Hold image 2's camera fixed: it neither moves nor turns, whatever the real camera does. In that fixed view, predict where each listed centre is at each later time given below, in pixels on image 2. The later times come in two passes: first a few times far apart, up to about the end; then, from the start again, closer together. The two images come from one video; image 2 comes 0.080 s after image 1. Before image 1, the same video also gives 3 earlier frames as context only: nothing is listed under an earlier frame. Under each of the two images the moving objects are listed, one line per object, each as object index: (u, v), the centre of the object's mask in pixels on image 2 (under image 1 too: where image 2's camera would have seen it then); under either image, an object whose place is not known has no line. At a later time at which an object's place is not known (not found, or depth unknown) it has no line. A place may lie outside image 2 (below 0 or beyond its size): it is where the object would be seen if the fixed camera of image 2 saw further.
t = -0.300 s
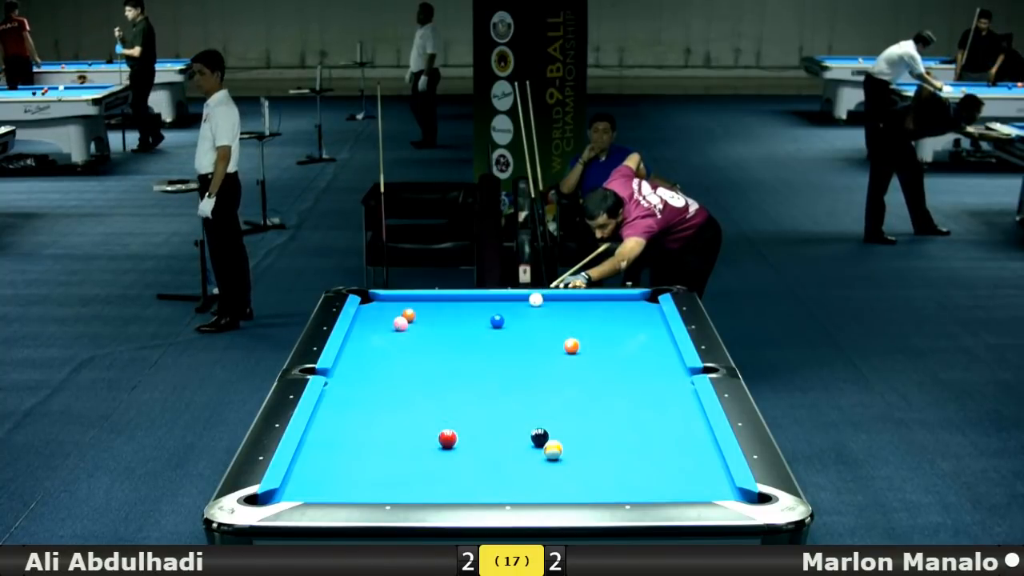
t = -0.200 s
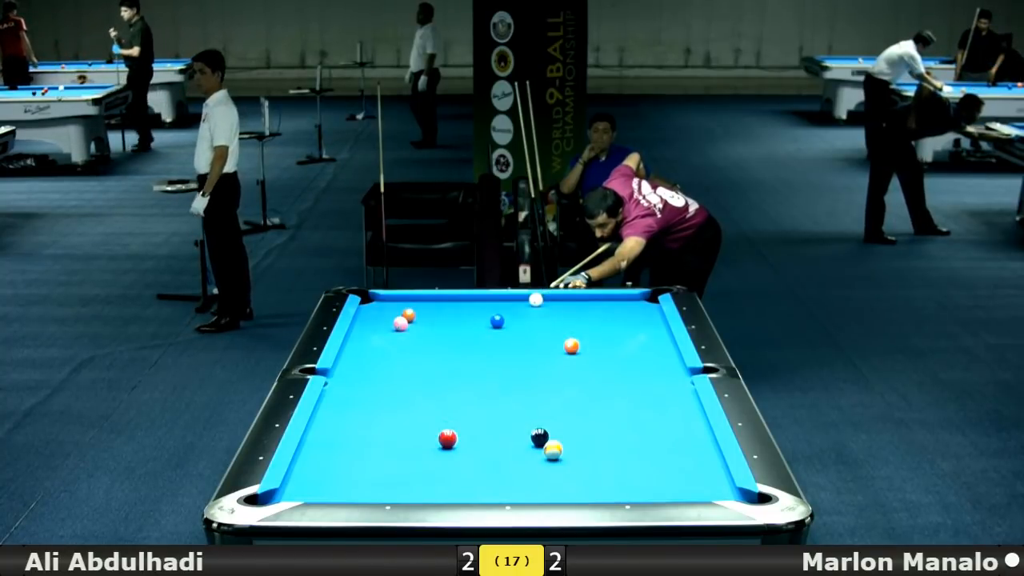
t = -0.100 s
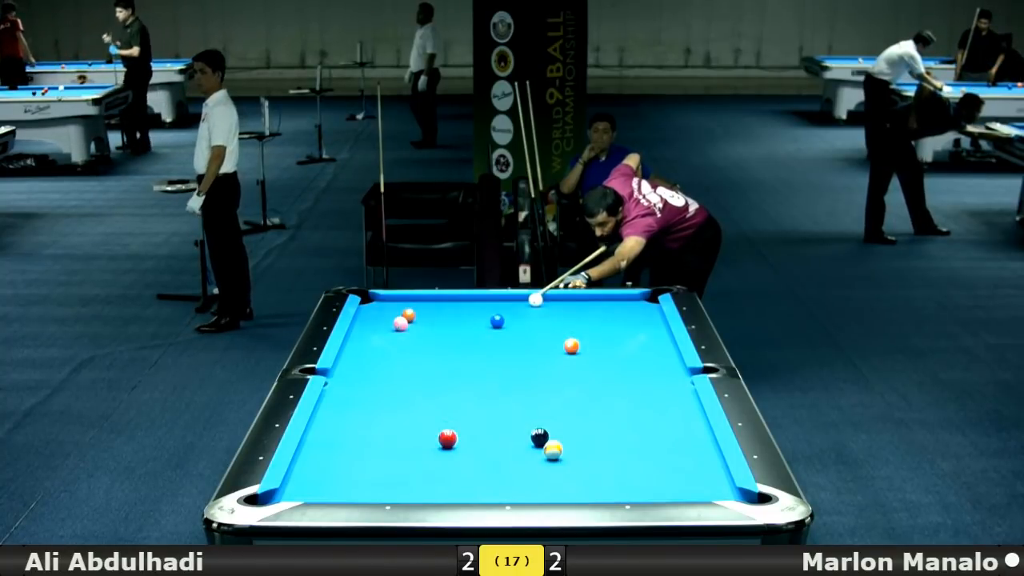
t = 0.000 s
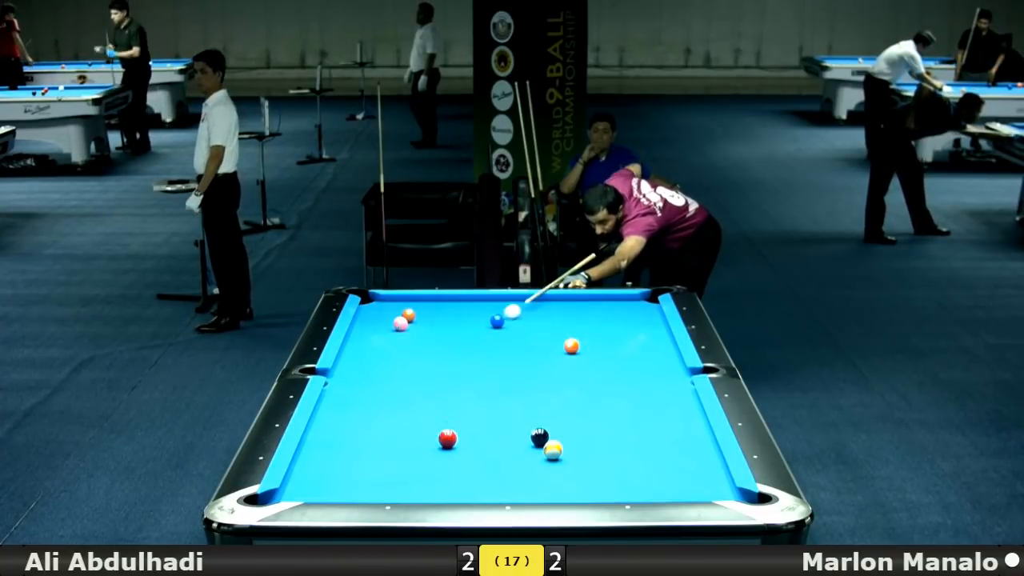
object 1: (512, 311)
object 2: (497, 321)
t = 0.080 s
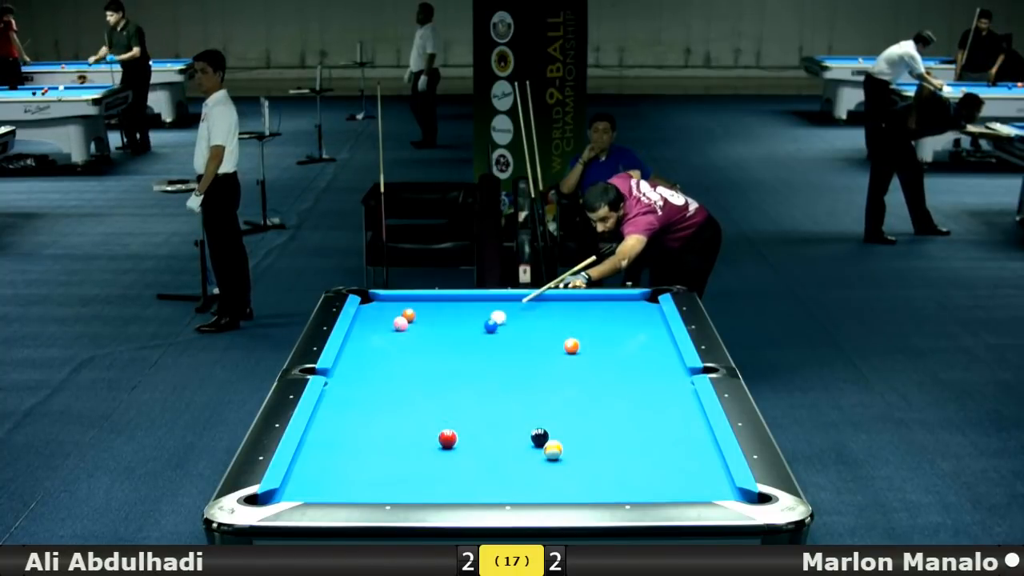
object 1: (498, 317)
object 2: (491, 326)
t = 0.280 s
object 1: (477, 321)
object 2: (457, 352)
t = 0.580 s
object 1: (438, 330)
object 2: (410, 389)
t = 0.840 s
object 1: (405, 339)
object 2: (365, 423)
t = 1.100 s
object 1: (371, 348)
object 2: (314, 463)
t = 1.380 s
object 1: (349, 356)
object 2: (292, 493)
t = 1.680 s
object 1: (365, 363)
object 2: (298, 493)
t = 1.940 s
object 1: (378, 368)
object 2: (301, 492)
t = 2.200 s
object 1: (390, 373)
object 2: (304, 490)
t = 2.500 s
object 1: (404, 378)
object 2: (306, 489)
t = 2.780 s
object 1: (416, 383)
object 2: (307, 488)
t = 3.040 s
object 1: (426, 387)
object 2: (308, 488)
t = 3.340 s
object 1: (437, 392)
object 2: (308, 487)
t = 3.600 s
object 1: (446, 395)
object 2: (308, 487)
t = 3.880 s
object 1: (454, 399)
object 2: (308, 487)
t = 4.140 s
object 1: (461, 402)
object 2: (308, 487)
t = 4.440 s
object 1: (468, 404)
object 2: (308, 487)
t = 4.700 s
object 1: (472, 406)
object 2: (308, 487)
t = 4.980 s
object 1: (476, 408)
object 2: (308, 487)
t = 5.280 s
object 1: (479, 410)
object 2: (308, 487)
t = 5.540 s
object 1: (481, 410)
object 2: (308, 487)
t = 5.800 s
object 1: (481, 411)
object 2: (308, 487)
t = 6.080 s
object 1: (481, 411)
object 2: (308, 487)
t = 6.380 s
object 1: (481, 411)
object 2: (308, 487)
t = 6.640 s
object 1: (481, 410)
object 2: (308, 487)
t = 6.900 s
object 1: (481, 411)
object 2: (308, 487)
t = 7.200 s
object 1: (480, 410)
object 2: (308, 487)
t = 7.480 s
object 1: (481, 410)
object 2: (308, 487)
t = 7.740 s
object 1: (481, 410)
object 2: (308, 487)
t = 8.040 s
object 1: (480, 410)
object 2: (308, 487)
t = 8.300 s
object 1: (480, 410)
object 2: (308, 487)
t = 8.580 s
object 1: (480, 410)
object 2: (308, 487)
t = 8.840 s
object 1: (480, 411)
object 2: (308, 487)
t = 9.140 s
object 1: (480, 410)
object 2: (308, 487)
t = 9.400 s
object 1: (480, 410)
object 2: (308, 487)
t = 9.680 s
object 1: (480, 410)
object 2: (308, 487)
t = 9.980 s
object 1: (480, 410)
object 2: (308, 487)
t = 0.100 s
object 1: (496, 317)
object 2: (487, 328)
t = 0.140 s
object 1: (492, 318)
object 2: (480, 334)
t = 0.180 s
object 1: (488, 318)
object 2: (473, 339)
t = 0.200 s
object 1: (486, 319)
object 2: (470, 342)
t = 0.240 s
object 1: (481, 320)
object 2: (463, 347)
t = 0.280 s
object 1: (477, 321)
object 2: (457, 352)
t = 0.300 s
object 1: (474, 321)
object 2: (454, 354)
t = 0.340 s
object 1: (469, 323)
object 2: (447, 360)
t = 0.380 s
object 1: (464, 324)
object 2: (441, 365)
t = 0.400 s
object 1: (461, 325)
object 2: (438, 367)
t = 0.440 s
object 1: (456, 326)
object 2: (432, 372)
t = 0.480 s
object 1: (451, 328)
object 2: (426, 377)
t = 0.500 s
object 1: (448, 328)
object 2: (423, 379)
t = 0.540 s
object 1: (444, 329)
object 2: (417, 383)
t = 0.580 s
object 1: (438, 330)
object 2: (410, 389)
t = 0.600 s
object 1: (436, 331)
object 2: (407, 391)
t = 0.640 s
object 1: (431, 333)
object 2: (401, 396)
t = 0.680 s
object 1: (425, 334)
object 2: (394, 401)
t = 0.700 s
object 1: (423, 334)
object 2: (390, 404)
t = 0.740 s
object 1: (418, 336)
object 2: (383, 409)
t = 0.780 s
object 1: (413, 337)
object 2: (376, 415)
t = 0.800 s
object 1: (410, 338)
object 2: (372, 418)
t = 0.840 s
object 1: (405, 339)
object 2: (365, 423)
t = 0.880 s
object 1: (400, 340)
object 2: (358, 429)
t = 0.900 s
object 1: (397, 341)
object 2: (354, 432)
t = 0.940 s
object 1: (392, 342)
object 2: (347, 438)
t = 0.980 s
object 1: (387, 344)
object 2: (339, 444)
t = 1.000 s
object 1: (384, 344)
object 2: (335, 447)
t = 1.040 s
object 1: (379, 346)
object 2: (327, 453)
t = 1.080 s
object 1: (374, 347)
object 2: (318, 459)
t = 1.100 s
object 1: (371, 348)
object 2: (314, 463)
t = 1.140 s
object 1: (366, 349)
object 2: (305, 470)
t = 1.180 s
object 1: (360, 350)
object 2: (297, 477)
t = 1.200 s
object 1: (358, 351)
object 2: (293, 480)
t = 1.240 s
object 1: (353, 352)
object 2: (294, 485)
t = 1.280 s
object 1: (347, 354)
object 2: (295, 489)
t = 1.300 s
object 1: (345, 354)
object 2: (296, 491)
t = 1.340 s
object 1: (347, 355)
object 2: (296, 493)
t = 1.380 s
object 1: (349, 356)
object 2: (292, 493)
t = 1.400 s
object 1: (350, 357)
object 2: (289, 492)
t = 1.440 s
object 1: (352, 358)
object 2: (284, 492)
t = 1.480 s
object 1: (354, 358)
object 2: (286, 492)
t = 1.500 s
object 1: (355, 359)
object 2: (287, 492)
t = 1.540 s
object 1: (357, 360)
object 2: (290, 493)
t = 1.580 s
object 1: (359, 361)
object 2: (292, 493)
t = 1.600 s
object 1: (360, 361)
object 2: (293, 493)
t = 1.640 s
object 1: (362, 362)
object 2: (295, 493)
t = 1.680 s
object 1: (365, 363)
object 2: (298, 493)
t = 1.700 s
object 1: (366, 363)
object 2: (298, 493)
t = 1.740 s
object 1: (368, 364)
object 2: (299, 493)
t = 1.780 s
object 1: (370, 365)
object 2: (299, 493)
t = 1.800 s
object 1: (371, 365)
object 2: (300, 492)
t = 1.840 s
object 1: (373, 366)
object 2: (300, 492)
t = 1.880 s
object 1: (375, 367)
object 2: (300, 492)
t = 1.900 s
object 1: (376, 367)
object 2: (301, 492)
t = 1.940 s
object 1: (378, 368)
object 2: (301, 492)
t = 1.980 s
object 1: (380, 369)
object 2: (302, 491)
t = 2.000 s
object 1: (381, 369)
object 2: (302, 491)
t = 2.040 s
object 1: (383, 370)
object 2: (302, 491)
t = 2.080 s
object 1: (385, 370)
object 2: (303, 491)
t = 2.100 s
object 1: (386, 371)
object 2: (303, 491)
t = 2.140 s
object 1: (388, 372)
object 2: (303, 490)
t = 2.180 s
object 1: (389, 372)
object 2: (304, 490)
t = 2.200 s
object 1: (390, 373)
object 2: (304, 490)
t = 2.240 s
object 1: (392, 374)
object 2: (304, 490)
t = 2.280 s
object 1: (394, 374)
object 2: (305, 490)
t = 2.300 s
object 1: (395, 375)
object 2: (305, 489)
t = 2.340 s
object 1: (397, 375)
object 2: (305, 489)
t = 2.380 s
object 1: (399, 376)
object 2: (305, 489)
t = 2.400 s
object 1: (400, 376)
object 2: (306, 489)
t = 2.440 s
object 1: (401, 377)
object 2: (306, 489)
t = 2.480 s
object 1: (403, 378)
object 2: (306, 489)
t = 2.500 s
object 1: (404, 378)
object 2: (306, 489)
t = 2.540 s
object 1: (406, 379)
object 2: (307, 489)
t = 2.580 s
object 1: (407, 380)
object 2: (307, 488)
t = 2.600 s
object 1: (408, 380)
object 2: (307, 488)
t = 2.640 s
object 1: (410, 381)
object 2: (307, 488)
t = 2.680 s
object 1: (412, 382)
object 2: (307, 488)
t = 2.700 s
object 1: (412, 382)
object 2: (307, 488)
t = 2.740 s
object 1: (414, 383)
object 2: (307, 488)
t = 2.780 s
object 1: (416, 383)
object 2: (307, 488)
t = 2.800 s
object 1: (417, 383)
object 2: (307, 488)
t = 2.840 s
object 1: (418, 384)
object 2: (308, 488)
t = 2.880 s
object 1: (420, 385)
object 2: (308, 488)
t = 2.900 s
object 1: (421, 385)
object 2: (308, 488)
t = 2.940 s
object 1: (422, 386)
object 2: (308, 488)
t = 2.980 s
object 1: (424, 386)
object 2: (308, 488)
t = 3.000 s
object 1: (425, 387)
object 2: (308, 488)
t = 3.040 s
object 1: (426, 387)
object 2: (308, 488)
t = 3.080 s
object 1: (428, 388)
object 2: (308, 488)
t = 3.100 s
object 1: (429, 388)
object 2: (308, 488)
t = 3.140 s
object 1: (430, 389)
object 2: (308, 488)
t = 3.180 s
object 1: (432, 390)
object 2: (308, 487)
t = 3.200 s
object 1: (432, 389)
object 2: (308, 487)
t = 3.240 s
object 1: (434, 390)
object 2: (308, 487)
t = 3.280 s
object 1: (435, 391)
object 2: (308, 487)
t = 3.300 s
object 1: (436, 391)
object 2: (308, 487)
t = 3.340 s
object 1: (437, 392)
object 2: (308, 487)
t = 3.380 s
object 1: (439, 392)
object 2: (308, 487)
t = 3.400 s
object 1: (439, 393)
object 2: (308, 487)
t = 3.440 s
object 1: (441, 393)
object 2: (308, 487)
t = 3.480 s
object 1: (442, 394)
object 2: (308, 487)
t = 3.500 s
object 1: (443, 394)
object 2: (308, 487)
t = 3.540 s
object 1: (444, 395)
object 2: (308, 487)
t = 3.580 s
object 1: (446, 395)
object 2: (308, 487)
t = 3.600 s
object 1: (446, 395)
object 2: (308, 487)
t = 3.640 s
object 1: (447, 396)
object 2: (308, 487)
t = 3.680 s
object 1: (449, 396)
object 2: (308, 487)
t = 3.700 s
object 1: (449, 397)
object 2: (308, 487)
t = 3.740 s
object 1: (451, 397)
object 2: (308, 487)
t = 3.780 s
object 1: (452, 398)
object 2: (308, 487)
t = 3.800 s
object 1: (452, 398)
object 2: (308, 487)
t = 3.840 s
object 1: (453, 398)
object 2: (308, 487)
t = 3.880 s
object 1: (454, 399)
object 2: (308, 487)
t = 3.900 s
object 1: (455, 399)
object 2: (308, 487)
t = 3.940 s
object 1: (456, 399)
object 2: (308, 487)
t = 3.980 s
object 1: (457, 400)
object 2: (308, 487)
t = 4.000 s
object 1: (458, 400)
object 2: (308, 487)
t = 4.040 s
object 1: (459, 400)
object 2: (308, 487)
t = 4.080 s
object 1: (460, 401)
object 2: (308, 487)
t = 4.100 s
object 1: (460, 401)
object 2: (308, 487)
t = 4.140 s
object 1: (461, 402)
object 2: (308, 487)
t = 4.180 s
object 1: (462, 402)
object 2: (308, 487)
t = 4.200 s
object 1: (463, 402)
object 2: (308, 487)
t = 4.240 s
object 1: (464, 403)
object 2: (308, 487)
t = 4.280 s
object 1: (464, 403)
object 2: (308, 487)
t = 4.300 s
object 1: (465, 403)
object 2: (308, 487)
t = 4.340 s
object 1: (465, 404)
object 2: (308, 487)
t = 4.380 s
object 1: (466, 404)
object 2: (308, 487)
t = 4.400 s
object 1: (467, 404)
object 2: (308, 487)
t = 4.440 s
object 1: (468, 404)
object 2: (308, 487)
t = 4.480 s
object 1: (469, 405)
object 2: (308, 487)
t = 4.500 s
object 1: (469, 405)
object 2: (308, 487)
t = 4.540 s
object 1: (470, 405)
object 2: (308, 487)
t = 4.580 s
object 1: (470, 406)
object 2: (308, 487)
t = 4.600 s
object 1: (471, 406)
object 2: (308, 487)
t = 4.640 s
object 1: (471, 406)
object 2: (308, 487)
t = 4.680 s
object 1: (472, 406)
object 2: (308, 487)
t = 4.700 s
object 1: (472, 406)
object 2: (308, 487)
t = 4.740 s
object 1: (473, 407)
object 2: (308, 487)
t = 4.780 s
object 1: (473, 407)
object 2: (308, 487)
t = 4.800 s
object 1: (474, 407)
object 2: (308, 487)
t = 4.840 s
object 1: (474, 407)
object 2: (308, 487)
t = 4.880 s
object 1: (475, 407)
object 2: (308, 487)
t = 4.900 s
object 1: (475, 408)
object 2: (308, 487)
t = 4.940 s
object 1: (476, 408)
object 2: (308, 487)
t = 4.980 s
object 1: (476, 408)
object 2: (308, 487)
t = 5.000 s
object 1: (477, 408)
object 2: (308, 487)
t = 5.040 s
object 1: (477, 408)
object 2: (308, 487)
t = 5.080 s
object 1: (477, 409)
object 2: (308, 487)
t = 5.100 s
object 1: (478, 409)
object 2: (308, 487)
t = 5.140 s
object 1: (478, 409)
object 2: (308, 487)
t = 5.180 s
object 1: (479, 409)
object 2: (308, 487)
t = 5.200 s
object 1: (479, 409)
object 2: (308, 487)
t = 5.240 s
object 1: (479, 410)
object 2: (308, 487)
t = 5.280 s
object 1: (479, 410)
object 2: (308, 487)
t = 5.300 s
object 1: (480, 410)
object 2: (308, 487)
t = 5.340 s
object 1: (480, 410)
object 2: (308, 487)
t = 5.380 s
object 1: (480, 410)
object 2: (308, 487)
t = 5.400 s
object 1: (480, 410)
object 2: (308, 487)
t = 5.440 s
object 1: (480, 410)
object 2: (308, 487)
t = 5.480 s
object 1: (481, 410)
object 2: (308, 487)
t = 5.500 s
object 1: (481, 410)
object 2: (308, 487)
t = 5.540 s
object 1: (481, 410)
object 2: (308, 487)
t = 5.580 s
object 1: (481, 410)
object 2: (308, 487)
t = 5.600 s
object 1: (481, 410)
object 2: (308, 487)
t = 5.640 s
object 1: (481, 411)
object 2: (308, 487)
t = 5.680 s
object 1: (481, 411)
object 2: (308, 487)
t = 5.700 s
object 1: (481, 411)
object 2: (308, 487)
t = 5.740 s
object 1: (481, 411)
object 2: (308, 487)
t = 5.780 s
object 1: (481, 411)
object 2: (308, 487)
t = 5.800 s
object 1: (481, 411)
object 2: (308, 487)
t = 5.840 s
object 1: (481, 411)
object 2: (308, 487)
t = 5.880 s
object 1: (481, 410)
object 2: (308, 487)
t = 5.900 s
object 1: (481, 411)
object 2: (308, 487)
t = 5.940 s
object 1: (481, 411)
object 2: (308, 487)
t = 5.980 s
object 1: (481, 411)
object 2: (308, 487)
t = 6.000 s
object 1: (481, 411)
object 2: (308, 487)
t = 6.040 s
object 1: (481, 411)
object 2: (308, 487)
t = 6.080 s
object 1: (481, 411)
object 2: (308, 487)
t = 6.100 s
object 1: (481, 411)
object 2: (308, 487)
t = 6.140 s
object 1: (481, 411)
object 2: (308, 487)
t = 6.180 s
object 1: (481, 411)
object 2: (308, 487)
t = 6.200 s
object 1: (481, 411)
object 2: (308, 487)
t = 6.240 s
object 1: (481, 411)
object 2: (308, 487)
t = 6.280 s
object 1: (481, 411)
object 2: (308, 487)
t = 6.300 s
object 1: (481, 411)
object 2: (308, 487)
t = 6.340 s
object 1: (481, 411)
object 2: (308, 487)
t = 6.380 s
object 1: (481, 411)
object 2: (308, 487)
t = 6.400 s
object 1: (481, 411)
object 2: (308, 487)
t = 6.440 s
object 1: (481, 410)
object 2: (308, 487)
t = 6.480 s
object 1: (481, 411)
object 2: (308, 487)
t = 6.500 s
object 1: (481, 410)
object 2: (308, 487)
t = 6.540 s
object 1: (481, 411)
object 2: (308, 487)
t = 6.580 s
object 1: (481, 410)
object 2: (308, 487)
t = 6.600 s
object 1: (481, 410)
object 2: (308, 487)
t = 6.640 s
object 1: (481, 410)
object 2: (308, 487)
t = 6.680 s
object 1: (481, 411)
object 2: (308, 487)
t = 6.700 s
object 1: (481, 411)
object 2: (308, 487)
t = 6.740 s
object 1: (481, 411)
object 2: (308, 487)
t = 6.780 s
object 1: (481, 411)
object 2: (308, 487)
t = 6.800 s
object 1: (481, 411)
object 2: (308, 487)
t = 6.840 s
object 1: (481, 411)
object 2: (308, 487)
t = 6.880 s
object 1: (481, 410)
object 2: (308, 487)
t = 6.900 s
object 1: (481, 411)
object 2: (308, 487)
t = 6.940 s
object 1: (481, 410)
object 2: (308, 487)
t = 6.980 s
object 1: (481, 410)
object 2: (308, 487)
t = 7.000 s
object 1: (481, 410)
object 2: (308, 487)
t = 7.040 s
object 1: (481, 410)
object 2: (308, 487)
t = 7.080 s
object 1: (480, 410)
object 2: (308, 487)
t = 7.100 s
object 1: (481, 410)
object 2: (308, 487)
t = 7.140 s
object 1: (481, 410)
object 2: (308, 487)
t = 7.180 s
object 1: (480, 410)
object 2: (308, 487)
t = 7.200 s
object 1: (480, 410)
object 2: (308, 487)
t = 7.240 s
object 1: (481, 410)
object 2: (308, 487)
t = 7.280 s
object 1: (481, 410)
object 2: (308, 487)
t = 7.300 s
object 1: (481, 410)
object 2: (308, 487)
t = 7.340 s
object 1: (481, 410)
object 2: (308, 487)
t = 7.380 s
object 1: (481, 410)
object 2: (308, 487)
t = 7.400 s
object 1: (481, 410)
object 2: (308, 487)
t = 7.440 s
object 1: (481, 410)
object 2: (308, 487)
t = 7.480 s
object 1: (481, 410)
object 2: (308, 487)
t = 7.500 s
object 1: (481, 410)
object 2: (308, 487)
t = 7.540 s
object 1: (481, 410)
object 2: (308, 487)
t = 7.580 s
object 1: (481, 410)
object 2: (308, 487)
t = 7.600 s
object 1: (481, 410)
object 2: (308, 487)
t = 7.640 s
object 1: (480, 410)
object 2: (308, 487)
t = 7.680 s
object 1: (481, 410)
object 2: (308, 487)
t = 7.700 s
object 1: (481, 410)
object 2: (308, 487)
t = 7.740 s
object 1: (481, 410)
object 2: (308, 487)
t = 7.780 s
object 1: (480, 410)
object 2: (308, 487)
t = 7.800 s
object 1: (480, 410)
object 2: (308, 487)
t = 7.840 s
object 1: (481, 410)
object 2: (308, 487)
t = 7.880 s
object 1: (481, 410)
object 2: (308, 487)
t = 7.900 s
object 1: (481, 410)
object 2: (308, 487)
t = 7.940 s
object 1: (481, 410)
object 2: (308, 487)
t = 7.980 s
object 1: (480, 410)
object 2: (308, 487)
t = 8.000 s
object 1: (480, 410)
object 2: (308, 487)
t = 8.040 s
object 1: (480, 410)
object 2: (308, 487)
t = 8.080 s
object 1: (480, 410)
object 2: (308, 487)
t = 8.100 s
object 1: (480, 410)
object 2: (308, 487)
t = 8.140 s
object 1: (480, 410)
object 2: (308, 487)
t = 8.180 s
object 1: (480, 410)
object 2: (308, 487)
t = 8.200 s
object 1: (480, 410)
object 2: (308, 487)
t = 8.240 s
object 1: (480, 410)
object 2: (308, 487)
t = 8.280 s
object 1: (480, 410)
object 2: (308, 487)
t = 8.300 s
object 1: (480, 410)
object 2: (308, 487)
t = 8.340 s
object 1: (480, 410)
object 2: (308, 487)
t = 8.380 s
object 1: (480, 410)
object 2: (308, 487)
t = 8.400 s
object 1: (480, 410)
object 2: (308, 487)
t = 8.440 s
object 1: (480, 410)
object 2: (308, 487)
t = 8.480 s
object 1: (480, 410)
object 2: (308, 487)
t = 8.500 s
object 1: (480, 410)
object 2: (308, 487)
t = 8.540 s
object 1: (480, 410)
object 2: (308, 487)
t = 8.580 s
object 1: (480, 410)
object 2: (308, 487)
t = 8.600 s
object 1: (480, 410)
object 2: (308, 487)
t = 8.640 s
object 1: (480, 410)
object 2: (308, 487)
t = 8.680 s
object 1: (480, 410)
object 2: (308, 487)
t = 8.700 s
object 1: (480, 410)
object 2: (308, 487)
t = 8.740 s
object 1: (480, 410)
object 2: (308, 487)
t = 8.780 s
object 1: (480, 411)
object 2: (308, 487)
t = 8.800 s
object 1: (480, 410)
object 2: (308, 487)
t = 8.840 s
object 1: (480, 411)
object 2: (308, 487)
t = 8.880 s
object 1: (480, 410)
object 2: (308, 487)
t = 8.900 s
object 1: (480, 411)
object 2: (308, 487)
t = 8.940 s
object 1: (480, 410)
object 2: (308, 487)
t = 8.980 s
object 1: (480, 411)
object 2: (308, 487)
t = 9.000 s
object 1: (480, 411)
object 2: (308, 487)
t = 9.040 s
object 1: (480, 410)
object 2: (308, 487)
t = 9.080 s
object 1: (480, 410)
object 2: (308, 487)
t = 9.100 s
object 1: (480, 410)
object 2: (308, 487)
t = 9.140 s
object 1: (480, 410)
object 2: (308, 487)
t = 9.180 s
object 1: (480, 410)
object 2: (308, 487)
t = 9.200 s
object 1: (480, 411)
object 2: (308, 487)
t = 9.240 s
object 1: (480, 411)
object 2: (308, 487)
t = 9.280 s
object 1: (480, 411)
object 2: (308, 487)
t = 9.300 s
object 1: (480, 410)
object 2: (308, 487)
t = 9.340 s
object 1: (480, 410)
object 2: (308, 487)
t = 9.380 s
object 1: (480, 410)
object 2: (308, 487)
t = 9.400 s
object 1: (480, 410)
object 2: (308, 487)
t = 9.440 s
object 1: (480, 410)
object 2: (308, 487)
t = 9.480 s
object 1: (480, 410)
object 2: (308, 487)
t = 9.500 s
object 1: (480, 410)
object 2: (308, 487)
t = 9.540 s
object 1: (480, 410)
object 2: (308, 487)
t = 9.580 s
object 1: (480, 410)
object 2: (308, 487)
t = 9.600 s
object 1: (480, 410)
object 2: (308, 487)
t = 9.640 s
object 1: (480, 410)
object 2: (308, 487)
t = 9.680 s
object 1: (480, 410)
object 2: (308, 487)
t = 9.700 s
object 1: (480, 410)
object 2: (308, 487)
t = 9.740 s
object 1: (480, 410)
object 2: (308, 487)
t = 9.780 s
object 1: (480, 410)
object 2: (308, 487)
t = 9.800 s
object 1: (480, 410)
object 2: (308, 487)
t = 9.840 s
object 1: (480, 410)
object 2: (308, 487)
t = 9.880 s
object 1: (480, 410)
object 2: (308, 487)
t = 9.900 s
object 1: (480, 410)
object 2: (308, 487)
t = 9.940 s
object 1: (480, 410)
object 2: (308, 487)
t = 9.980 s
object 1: (480, 410)
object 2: (308, 487)
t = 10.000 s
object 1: (480, 410)
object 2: (308, 487)
